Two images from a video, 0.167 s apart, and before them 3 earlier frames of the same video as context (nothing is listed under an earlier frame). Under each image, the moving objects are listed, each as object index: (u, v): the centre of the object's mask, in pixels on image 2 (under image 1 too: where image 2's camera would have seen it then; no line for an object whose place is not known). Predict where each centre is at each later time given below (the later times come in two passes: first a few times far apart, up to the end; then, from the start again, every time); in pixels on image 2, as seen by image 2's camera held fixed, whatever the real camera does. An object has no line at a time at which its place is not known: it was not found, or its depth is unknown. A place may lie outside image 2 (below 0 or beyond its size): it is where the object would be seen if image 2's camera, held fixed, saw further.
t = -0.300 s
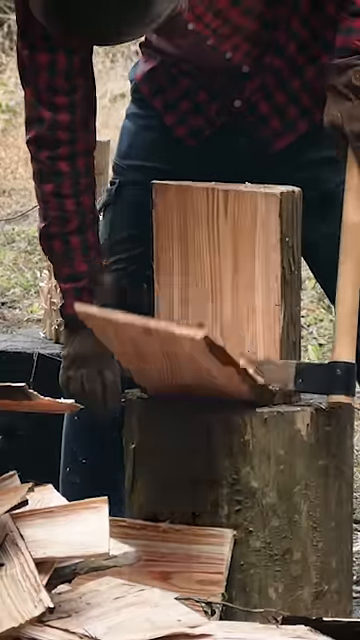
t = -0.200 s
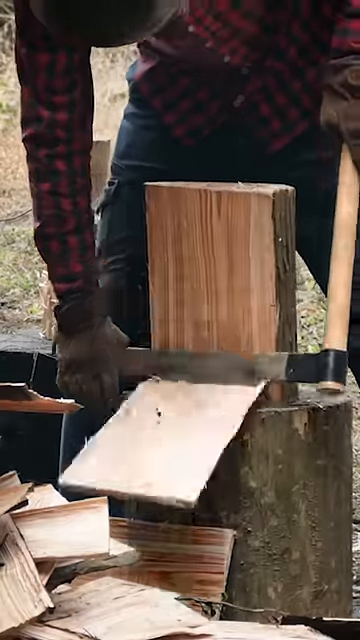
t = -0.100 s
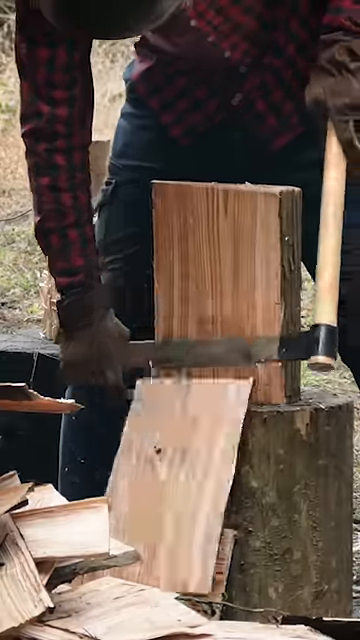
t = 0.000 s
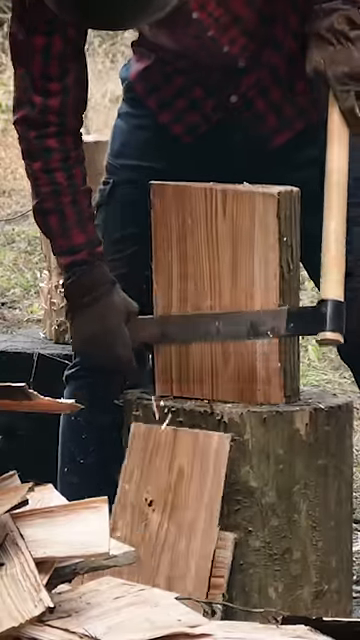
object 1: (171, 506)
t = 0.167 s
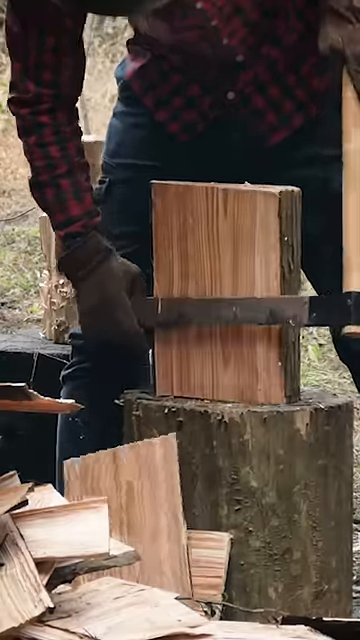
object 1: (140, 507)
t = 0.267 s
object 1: (126, 503)
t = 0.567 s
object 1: (128, 504)
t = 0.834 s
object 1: (129, 505)
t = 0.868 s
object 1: (131, 505)
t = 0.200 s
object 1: (133, 505)
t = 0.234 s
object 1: (129, 503)
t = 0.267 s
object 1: (126, 503)
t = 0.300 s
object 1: (125, 504)
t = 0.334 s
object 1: (125, 503)
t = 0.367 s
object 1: (124, 503)
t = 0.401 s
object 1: (124, 503)
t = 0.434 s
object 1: (125, 503)
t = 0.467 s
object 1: (127, 504)
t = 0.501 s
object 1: (128, 504)
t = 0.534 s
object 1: (128, 505)
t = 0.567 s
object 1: (128, 504)
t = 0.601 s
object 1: (127, 504)
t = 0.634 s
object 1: (127, 504)
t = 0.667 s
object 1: (128, 504)
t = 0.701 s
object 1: (128, 504)
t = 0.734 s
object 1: (128, 504)
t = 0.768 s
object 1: (128, 504)
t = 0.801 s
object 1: (128, 504)
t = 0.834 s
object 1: (129, 505)
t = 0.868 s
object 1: (131, 505)
